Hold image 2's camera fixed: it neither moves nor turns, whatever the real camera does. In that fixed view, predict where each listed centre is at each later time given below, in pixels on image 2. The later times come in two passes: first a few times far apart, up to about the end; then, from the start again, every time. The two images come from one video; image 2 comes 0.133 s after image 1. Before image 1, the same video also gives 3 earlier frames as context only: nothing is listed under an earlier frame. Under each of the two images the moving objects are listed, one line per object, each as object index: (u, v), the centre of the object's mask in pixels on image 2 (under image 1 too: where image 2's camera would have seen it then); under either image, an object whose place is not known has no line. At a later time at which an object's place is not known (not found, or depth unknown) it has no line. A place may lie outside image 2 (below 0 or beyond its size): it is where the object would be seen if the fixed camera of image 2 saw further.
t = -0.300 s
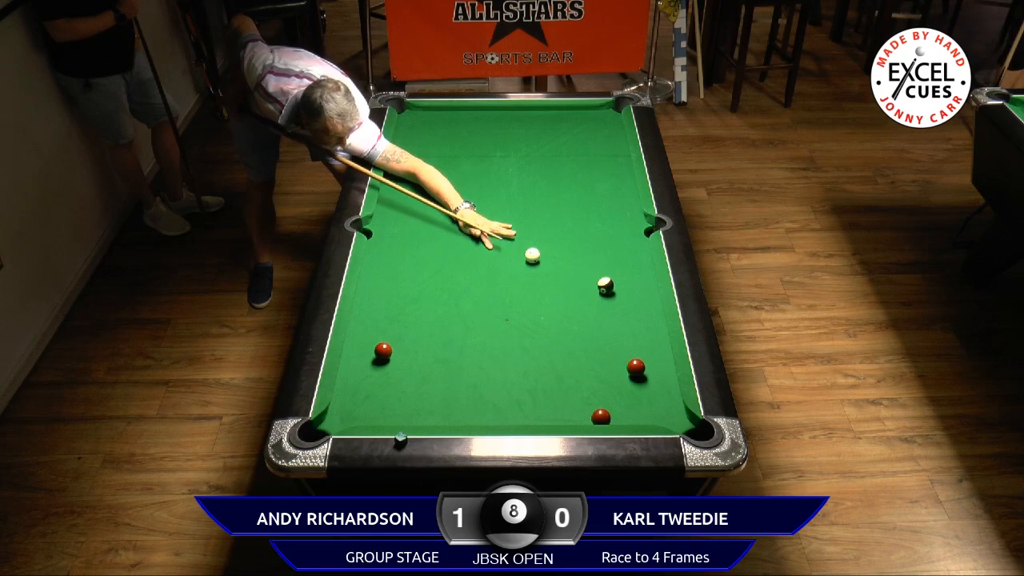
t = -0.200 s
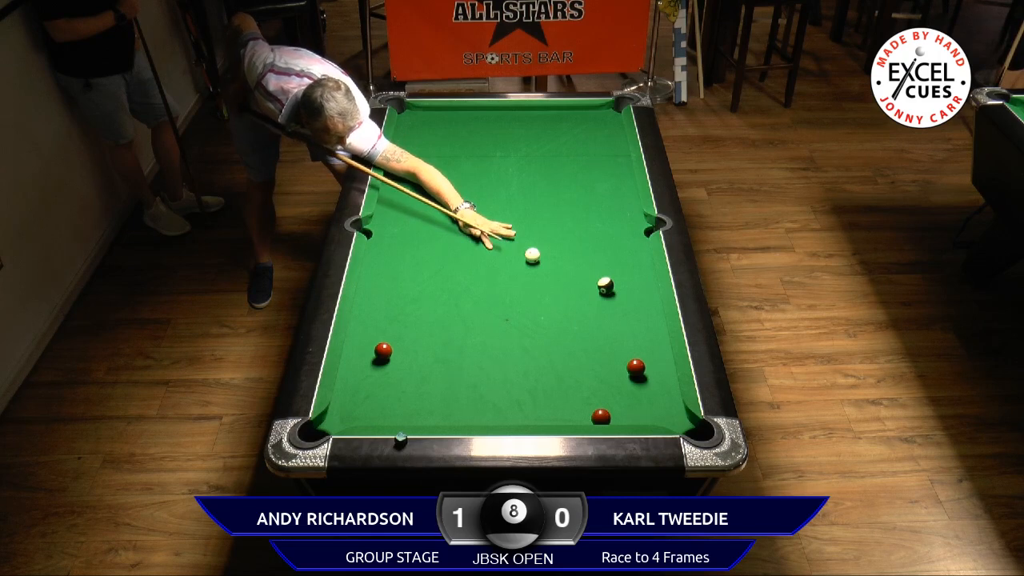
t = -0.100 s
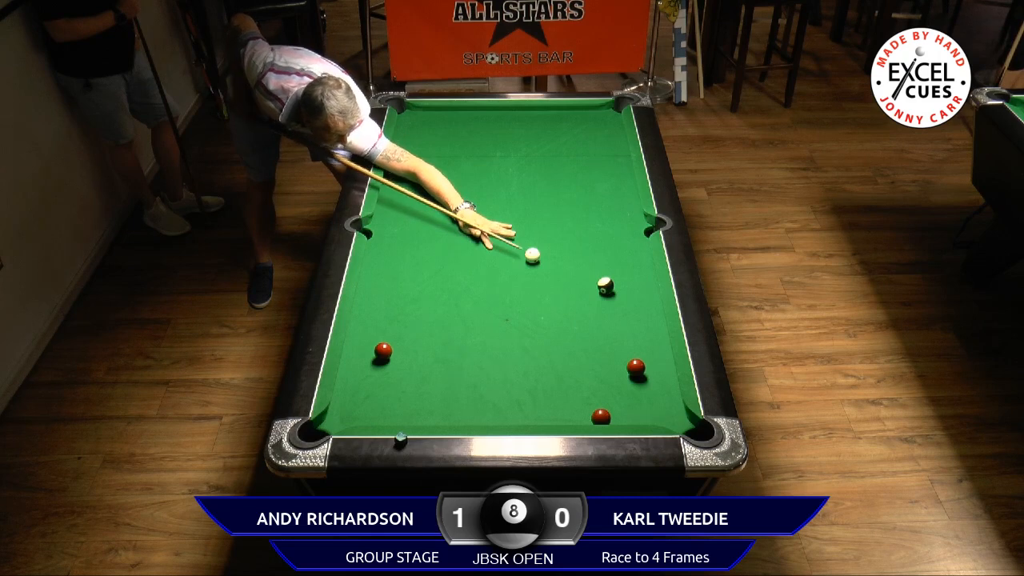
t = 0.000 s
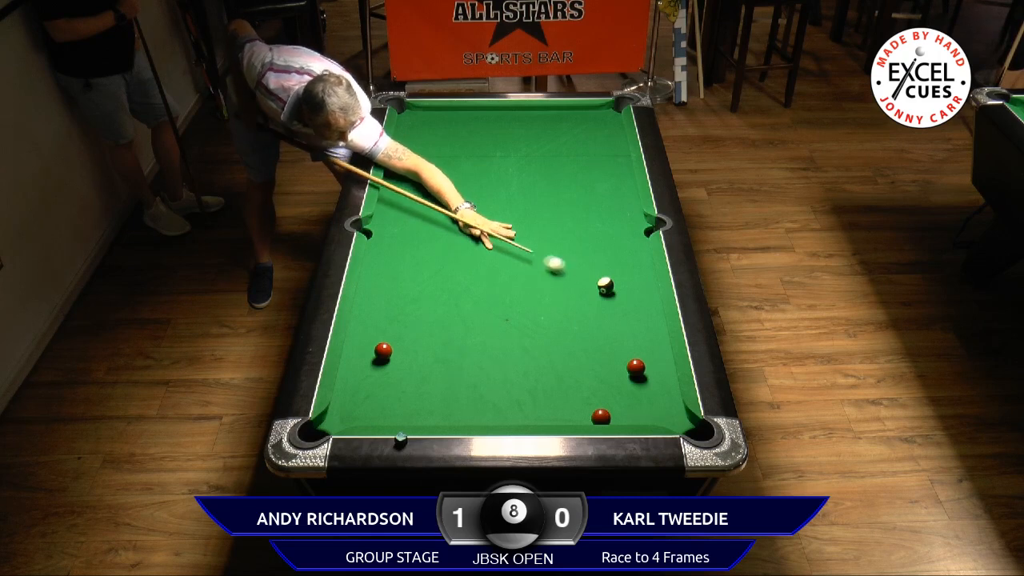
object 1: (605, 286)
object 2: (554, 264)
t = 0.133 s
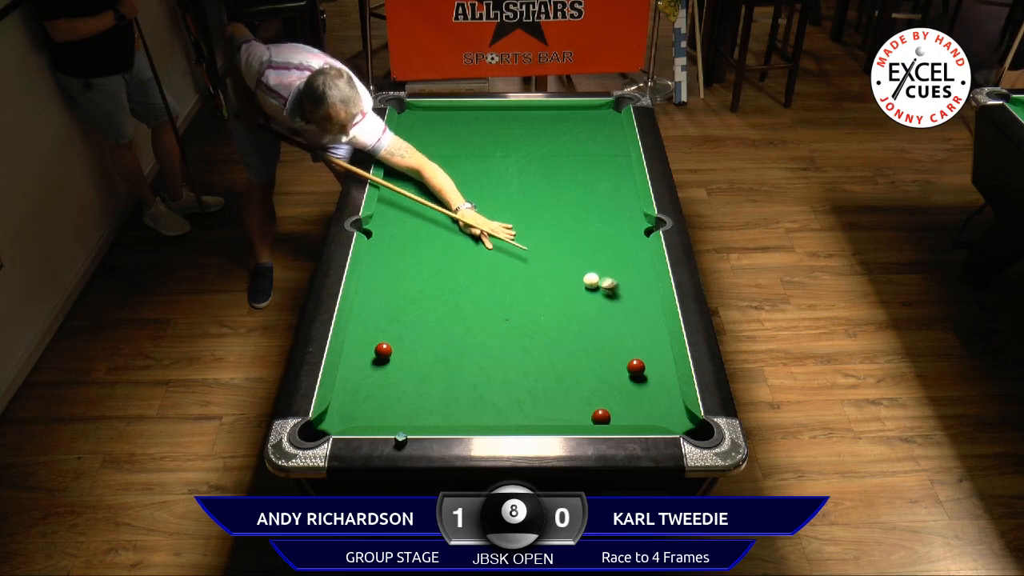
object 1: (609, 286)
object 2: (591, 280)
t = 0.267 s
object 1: (641, 299)
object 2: (593, 282)
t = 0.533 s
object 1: (634, 315)
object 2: (603, 289)
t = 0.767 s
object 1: (610, 327)
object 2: (610, 295)
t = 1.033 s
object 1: (585, 339)
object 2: (617, 300)
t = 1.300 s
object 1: (559, 353)
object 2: (623, 305)
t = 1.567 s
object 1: (535, 364)
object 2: (627, 308)
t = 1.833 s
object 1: (510, 377)
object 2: (629, 310)
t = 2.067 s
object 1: (490, 386)
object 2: (631, 312)
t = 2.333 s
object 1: (467, 397)
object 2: (631, 313)
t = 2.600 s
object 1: (446, 406)
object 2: (631, 313)
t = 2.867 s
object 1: (427, 415)
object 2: (630, 313)
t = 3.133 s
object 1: (411, 418)
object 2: (631, 313)
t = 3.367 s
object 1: (402, 416)
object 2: (631, 313)
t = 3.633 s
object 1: (393, 412)
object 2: (631, 313)
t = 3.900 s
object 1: (387, 409)
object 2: (631, 313)
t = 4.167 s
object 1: (383, 407)
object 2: (631, 313)
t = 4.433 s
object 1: (380, 406)
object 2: (631, 313)
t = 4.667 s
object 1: (380, 405)
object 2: (631, 313)
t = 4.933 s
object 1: (380, 405)
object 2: (631, 313)
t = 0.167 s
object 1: (617, 290)
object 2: (590, 280)
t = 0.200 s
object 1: (626, 293)
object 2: (591, 281)
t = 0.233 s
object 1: (634, 296)
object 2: (592, 282)
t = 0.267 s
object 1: (641, 299)
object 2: (593, 282)
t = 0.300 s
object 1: (646, 302)
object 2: (594, 283)
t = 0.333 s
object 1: (652, 303)
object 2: (595, 284)
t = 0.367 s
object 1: (651, 306)
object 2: (597, 285)
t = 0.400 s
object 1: (647, 308)
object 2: (598, 286)
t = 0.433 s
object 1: (644, 309)
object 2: (599, 287)
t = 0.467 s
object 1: (640, 312)
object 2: (600, 288)
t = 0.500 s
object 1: (637, 313)
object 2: (602, 289)
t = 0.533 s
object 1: (634, 315)
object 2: (603, 289)
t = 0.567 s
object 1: (631, 317)
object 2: (604, 290)
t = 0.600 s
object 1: (627, 319)
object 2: (605, 291)
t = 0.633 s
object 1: (624, 320)
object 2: (606, 292)
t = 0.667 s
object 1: (621, 321)
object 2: (607, 293)
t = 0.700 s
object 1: (618, 324)
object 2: (608, 293)
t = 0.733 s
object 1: (614, 325)
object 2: (609, 294)
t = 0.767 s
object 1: (610, 327)
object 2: (610, 295)
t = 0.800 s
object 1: (607, 329)
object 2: (611, 295)
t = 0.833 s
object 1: (604, 330)
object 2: (612, 296)
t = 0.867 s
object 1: (601, 332)
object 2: (613, 297)
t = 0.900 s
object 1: (597, 333)
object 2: (614, 298)
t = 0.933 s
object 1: (594, 335)
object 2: (615, 298)
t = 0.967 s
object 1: (591, 336)
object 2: (616, 299)
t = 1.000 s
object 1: (588, 338)
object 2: (617, 299)
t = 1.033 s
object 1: (585, 339)
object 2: (617, 300)
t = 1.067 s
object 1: (582, 341)
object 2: (618, 301)
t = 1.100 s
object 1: (579, 343)
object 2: (619, 301)
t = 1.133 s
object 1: (575, 344)
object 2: (619, 302)
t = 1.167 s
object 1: (571, 346)
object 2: (620, 302)
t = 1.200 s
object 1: (568, 348)
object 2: (621, 303)
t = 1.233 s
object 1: (565, 350)
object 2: (622, 303)
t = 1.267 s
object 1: (562, 352)
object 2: (622, 304)
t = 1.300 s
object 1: (559, 353)
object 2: (623, 305)
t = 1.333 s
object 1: (556, 354)
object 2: (623, 305)
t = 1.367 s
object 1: (553, 356)
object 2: (624, 305)
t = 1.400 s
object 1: (549, 357)
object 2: (624, 306)
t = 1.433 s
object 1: (546, 358)
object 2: (625, 306)
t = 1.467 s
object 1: (543, 360)
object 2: (625, 307)
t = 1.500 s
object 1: (541, 361)
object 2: (626, 307)
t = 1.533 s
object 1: (538, 363)
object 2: (626, 307)
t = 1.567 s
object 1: (535, 364)
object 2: (627, 308)
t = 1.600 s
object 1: (532, 366)
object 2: (627, 308)
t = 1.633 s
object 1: (528, 368)
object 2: (627, 309)
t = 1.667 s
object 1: (525, 370)
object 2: (627, 309)
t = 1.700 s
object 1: (521, 371)
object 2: (628, 309)
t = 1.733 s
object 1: (519, 373)
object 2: (628, 310)
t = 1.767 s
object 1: (516, 374)
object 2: (629, 310)
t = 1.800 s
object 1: (513, 376)
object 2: (629, 310)
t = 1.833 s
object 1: (510, 377)
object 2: (629, 310)
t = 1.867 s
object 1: (507, 378)
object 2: (629, 311)
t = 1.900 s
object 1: (504, 379)
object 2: (630, 311)
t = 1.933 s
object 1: (501, 380)
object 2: (630, 311)
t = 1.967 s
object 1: (498, 382)
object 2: (630, 311)
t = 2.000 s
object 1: (495, 383)
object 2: (630, 312)
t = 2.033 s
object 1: (493, 384)
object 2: (630, 312)
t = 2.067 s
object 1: (490, 386)
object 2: (631, 312)
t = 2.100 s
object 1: (487, 387)
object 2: (631, 312)
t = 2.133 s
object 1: (484, 388)
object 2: (631, 312)
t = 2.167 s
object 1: (482, 390)
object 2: (631, 312)
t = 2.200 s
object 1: (478, 392)
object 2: (631, 313)
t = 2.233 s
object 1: (475, 393)
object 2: (630, 313)
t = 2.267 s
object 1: (473, 394)
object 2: (631, 313)
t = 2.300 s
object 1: (470, 396)
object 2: (631, 313)
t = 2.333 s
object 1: (467, 397)
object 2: (631, 313)
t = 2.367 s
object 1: (465, 398)
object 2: (631, 313)
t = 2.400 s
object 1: (462, 399)
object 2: (631, 313)
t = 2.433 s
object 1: (460, 400)
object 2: (631, 313)
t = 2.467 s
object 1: (457, 402)
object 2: (631, 313)
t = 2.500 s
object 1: (454, 402)
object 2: (631, 313)
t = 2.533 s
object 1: (452, 403)
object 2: (630, 313)
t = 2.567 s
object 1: (449, 404)
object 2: (631, 313)
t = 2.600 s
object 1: (446, 406)
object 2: (631, 313)
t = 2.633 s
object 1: (444, 406)
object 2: (631, 313)
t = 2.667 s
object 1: (442, 408)
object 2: (631, 313)
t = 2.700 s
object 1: (440, 409)
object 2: (631, 313)
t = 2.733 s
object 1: (437, 410)
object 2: (631, 313)
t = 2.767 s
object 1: (435, 411)
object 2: (631, 313)
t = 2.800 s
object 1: (433, 412)
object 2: (631, 313)
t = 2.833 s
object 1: (430, 413)
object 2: (631, 313)
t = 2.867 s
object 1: (427, 415)
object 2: (630, 313)
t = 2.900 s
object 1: (425, 416)
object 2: (631, 313)
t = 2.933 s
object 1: (423, 416)
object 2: (631, 313)
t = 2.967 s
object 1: (420, 417)
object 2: (630, 313)
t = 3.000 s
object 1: (418, 417)
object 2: (631, 313)
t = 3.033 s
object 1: (416, 418)
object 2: (631, 313)
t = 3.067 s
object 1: (414, 419)
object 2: (631, 313)
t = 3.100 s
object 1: (412, 418)
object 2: (631, 313)
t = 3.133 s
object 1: (411, 418)
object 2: (631, 313)
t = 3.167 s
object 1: (410, 418)
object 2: (631, 313)
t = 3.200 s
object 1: (408, 418)
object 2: (631, 313)
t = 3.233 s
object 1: (407, 417)
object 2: (631, 313)
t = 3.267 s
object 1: (405, 417)
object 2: (631, 313)
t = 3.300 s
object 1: (404, 417)
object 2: (631, 313)
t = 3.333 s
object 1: (403, 416)
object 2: (631, 313)
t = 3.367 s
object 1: (402, 416)
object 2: (631, 313)
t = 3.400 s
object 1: (401, 416)
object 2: (631, 313)
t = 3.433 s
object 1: (400, 415)
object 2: (631, 313)
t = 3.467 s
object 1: (398, 415)
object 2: (631, 313)
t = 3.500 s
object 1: (397, 415)
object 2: (631, 313)
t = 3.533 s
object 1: (396, 414)
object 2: (631, 313)
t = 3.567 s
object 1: (395, 413)
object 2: (631, 313)
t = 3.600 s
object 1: (394, 413)
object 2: (631, 313)
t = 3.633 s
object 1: (393, 412)
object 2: (631, 313)
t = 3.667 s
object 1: (392, 412)
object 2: (631, 313)
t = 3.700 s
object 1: (392, 411)
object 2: (631, 313)
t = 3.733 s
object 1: (391, 411)
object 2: (631, 313)
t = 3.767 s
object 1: (390, 411)
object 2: (631, 313)
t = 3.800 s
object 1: (389, 410)
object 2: (631, 313)
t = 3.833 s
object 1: (388, 410)
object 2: (631, 313)
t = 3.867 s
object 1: (388, 410)
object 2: (631, 313)
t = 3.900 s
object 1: (387, 409)
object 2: (631, 313)
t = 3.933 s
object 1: (386, 409)
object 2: (631, 313)
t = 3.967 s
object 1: (386, 409)
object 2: (631, 313)
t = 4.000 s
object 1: (385, 408)
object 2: (631, 313)
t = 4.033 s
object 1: (385, 408)
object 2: (630, 313)
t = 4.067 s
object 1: (384, 408)
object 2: (631, 313)
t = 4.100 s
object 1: (384, 408)
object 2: (631, 313)
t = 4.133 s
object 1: (383, 407)
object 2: (631, 313)
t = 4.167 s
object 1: (383, 407)
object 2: (631, 313)
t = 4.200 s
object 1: (383, 407)
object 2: (631, 313)
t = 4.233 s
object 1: (382, 407)
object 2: (631, 313)
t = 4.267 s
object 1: (382, 407)
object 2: (631, 313)
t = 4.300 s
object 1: (381, 406)
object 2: (631, 313)
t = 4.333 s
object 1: (381, 406)
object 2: (631, 313)
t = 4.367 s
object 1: (381, 406)
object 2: (631, 313)
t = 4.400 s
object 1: (381, 406)
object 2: (631, 313)
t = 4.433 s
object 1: (380, 406)
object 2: (631, 313)
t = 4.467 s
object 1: (380, 406)
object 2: (631, 313)
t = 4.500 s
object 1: (380, 405)
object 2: (630, 313)
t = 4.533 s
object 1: (380, 405)
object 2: (631, 313)
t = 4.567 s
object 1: (380, 405)
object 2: (631, 313)
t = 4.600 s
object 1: (380, 405)
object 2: (631, 313)
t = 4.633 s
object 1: (380, 405)
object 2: (631, 313)
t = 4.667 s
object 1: (380, 405)
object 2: (631, 313)
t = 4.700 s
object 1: (380, 405)
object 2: (631, 313)
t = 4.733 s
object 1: (380, 405)
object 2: (631, 313)
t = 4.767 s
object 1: (380, 405)
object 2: (631, 313)
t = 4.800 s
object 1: (379, 405)
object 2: (631, 313)
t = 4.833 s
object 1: (379, 405)
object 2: (631, 313)
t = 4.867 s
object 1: (379, 405)
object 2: (631, 313)
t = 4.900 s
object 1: (379, 405)
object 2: (631, 313)
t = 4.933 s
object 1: (380, 405)
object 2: (631, 313)
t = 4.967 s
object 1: (380, 406)
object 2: (631, 313)
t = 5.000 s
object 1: (380, 406)
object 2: (631, 313)
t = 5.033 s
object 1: (380, 406)
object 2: (631, 313)
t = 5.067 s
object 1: (380, 406)
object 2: (631, 313)
